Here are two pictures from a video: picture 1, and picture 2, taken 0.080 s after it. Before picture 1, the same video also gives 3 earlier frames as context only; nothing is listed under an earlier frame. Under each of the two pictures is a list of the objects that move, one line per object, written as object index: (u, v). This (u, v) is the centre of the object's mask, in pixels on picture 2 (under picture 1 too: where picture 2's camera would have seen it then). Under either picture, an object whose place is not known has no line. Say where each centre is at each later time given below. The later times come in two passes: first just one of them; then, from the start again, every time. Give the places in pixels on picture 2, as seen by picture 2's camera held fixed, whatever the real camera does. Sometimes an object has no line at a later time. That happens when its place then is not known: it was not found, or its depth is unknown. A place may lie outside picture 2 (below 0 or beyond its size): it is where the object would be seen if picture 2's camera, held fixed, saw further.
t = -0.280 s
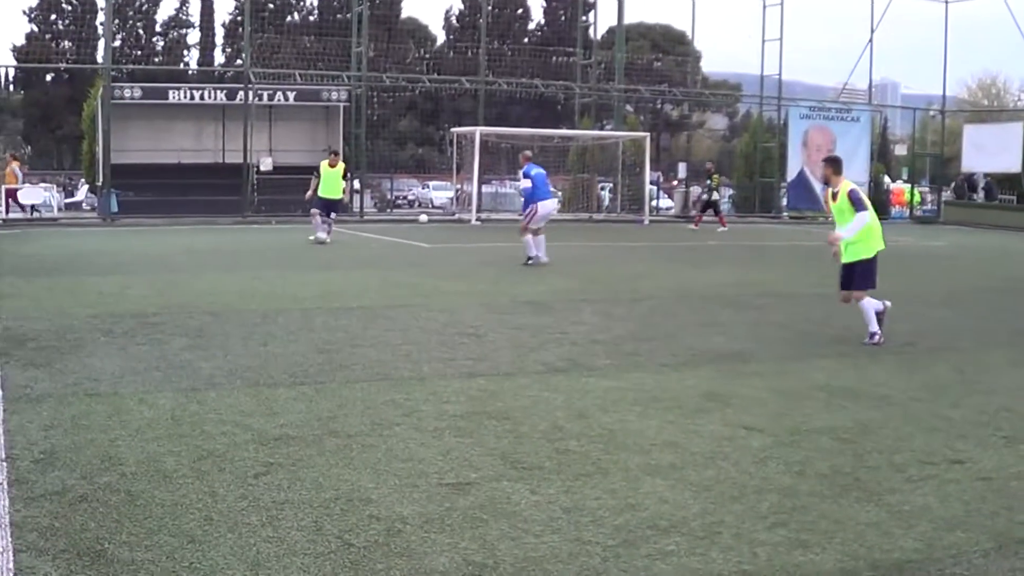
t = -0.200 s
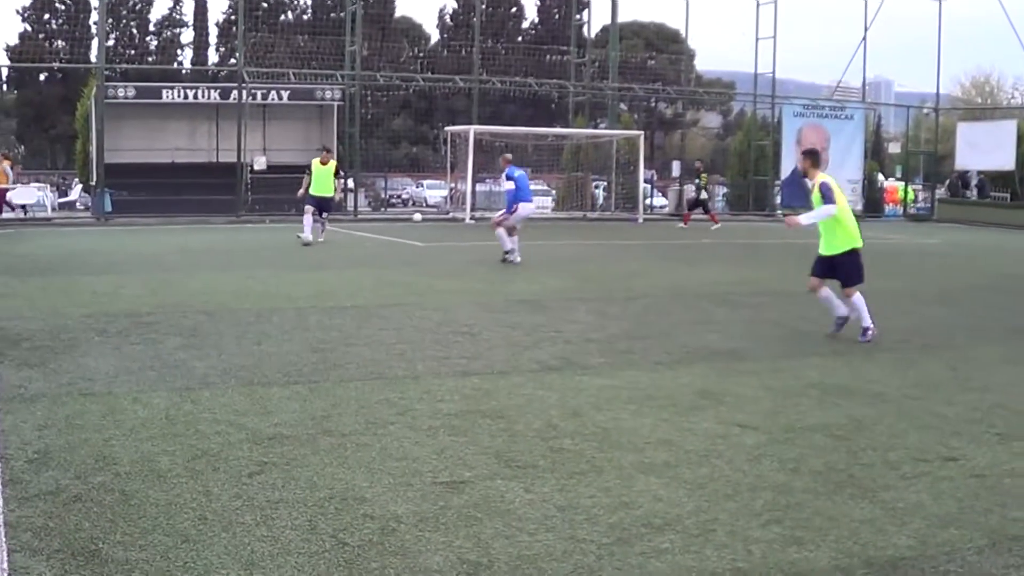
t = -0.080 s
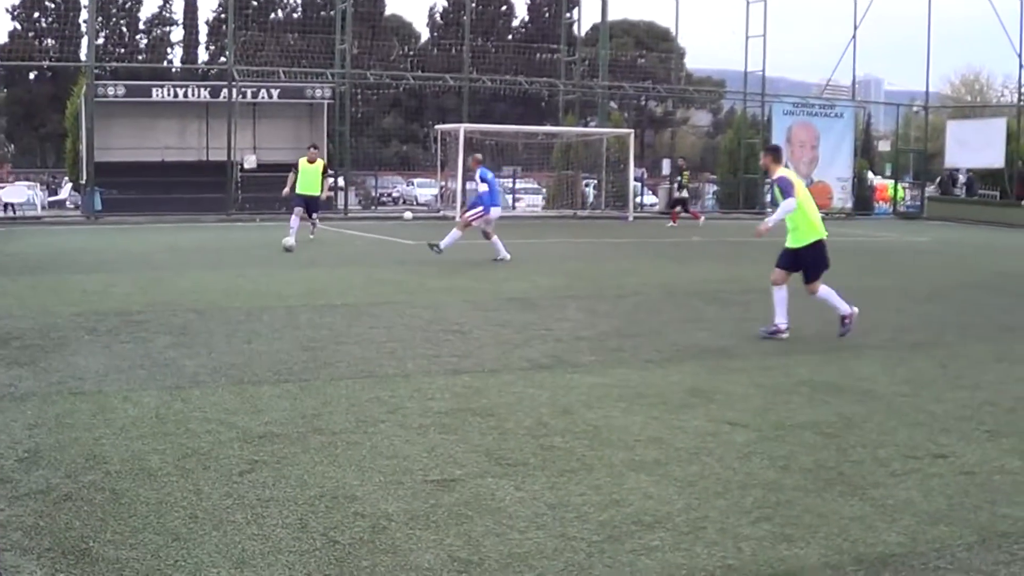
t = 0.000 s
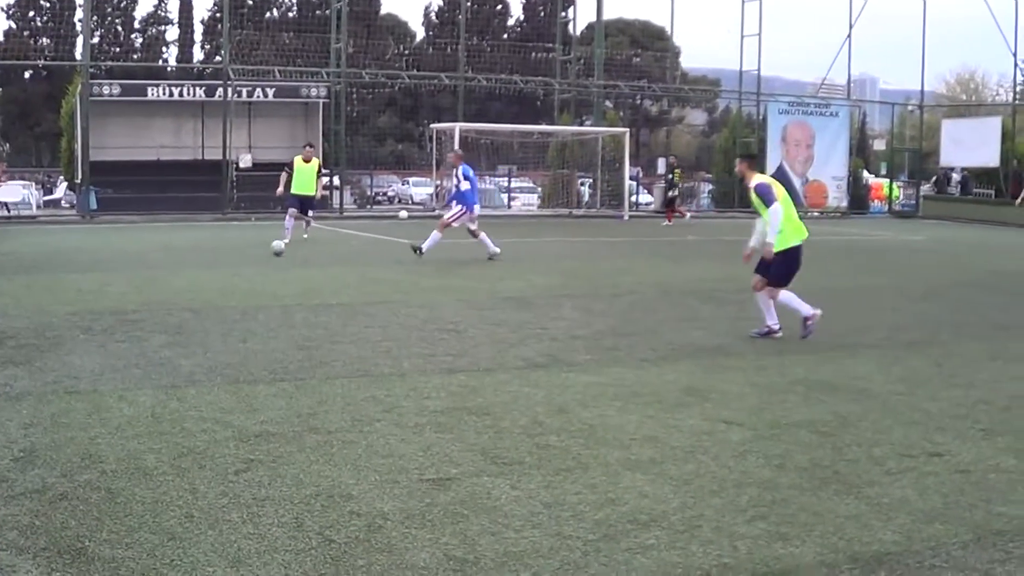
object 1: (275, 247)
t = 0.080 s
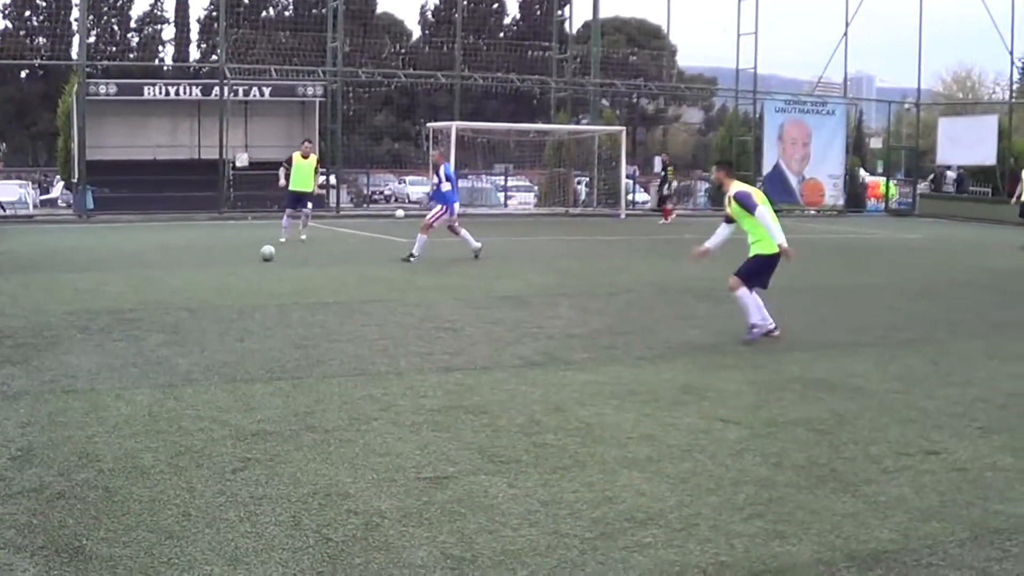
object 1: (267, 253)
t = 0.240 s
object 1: (259, 264)
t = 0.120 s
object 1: (264, 254)
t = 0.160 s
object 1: (262, 258)
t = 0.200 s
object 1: (260, 261)
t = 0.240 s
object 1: (259, 264)
